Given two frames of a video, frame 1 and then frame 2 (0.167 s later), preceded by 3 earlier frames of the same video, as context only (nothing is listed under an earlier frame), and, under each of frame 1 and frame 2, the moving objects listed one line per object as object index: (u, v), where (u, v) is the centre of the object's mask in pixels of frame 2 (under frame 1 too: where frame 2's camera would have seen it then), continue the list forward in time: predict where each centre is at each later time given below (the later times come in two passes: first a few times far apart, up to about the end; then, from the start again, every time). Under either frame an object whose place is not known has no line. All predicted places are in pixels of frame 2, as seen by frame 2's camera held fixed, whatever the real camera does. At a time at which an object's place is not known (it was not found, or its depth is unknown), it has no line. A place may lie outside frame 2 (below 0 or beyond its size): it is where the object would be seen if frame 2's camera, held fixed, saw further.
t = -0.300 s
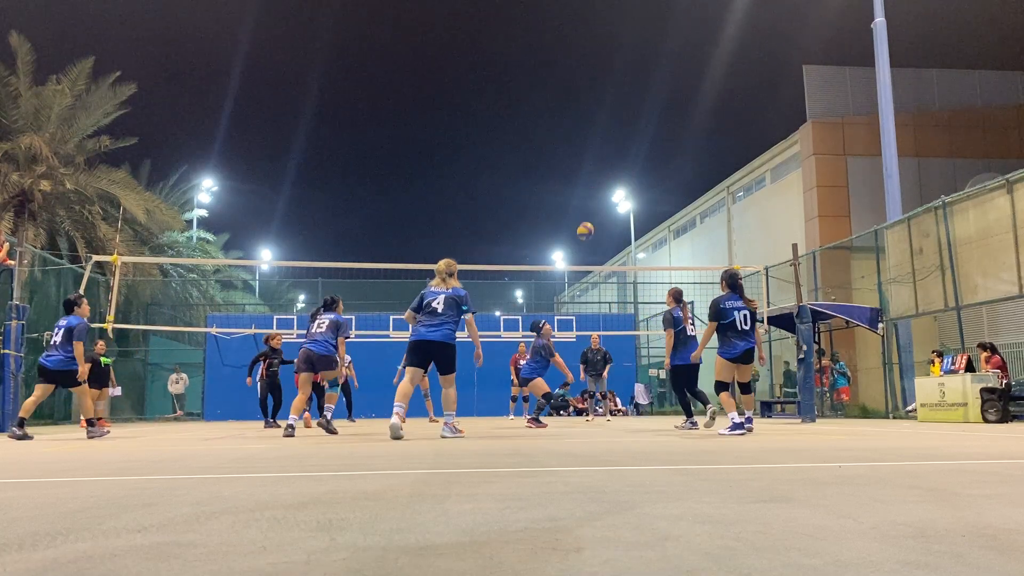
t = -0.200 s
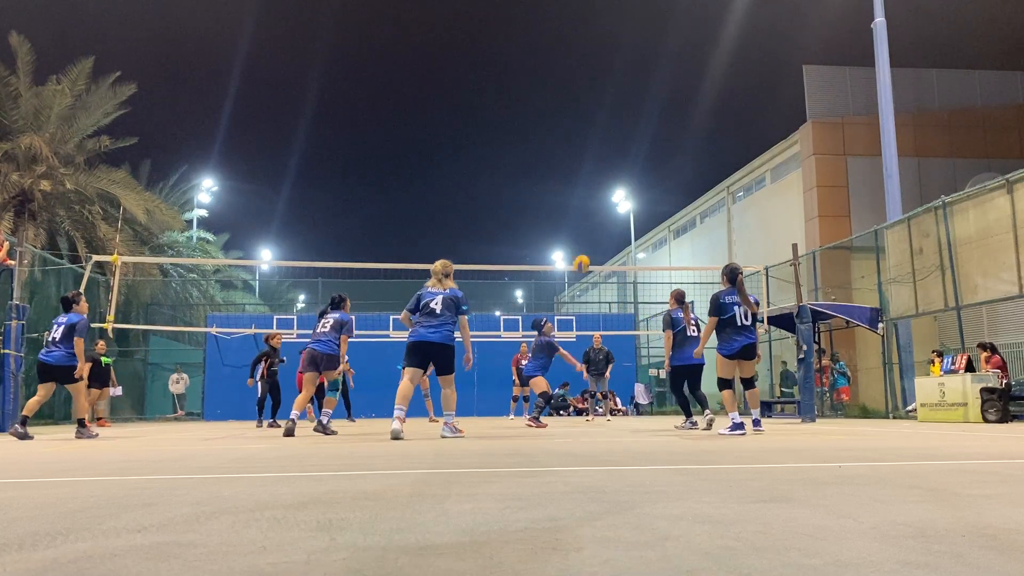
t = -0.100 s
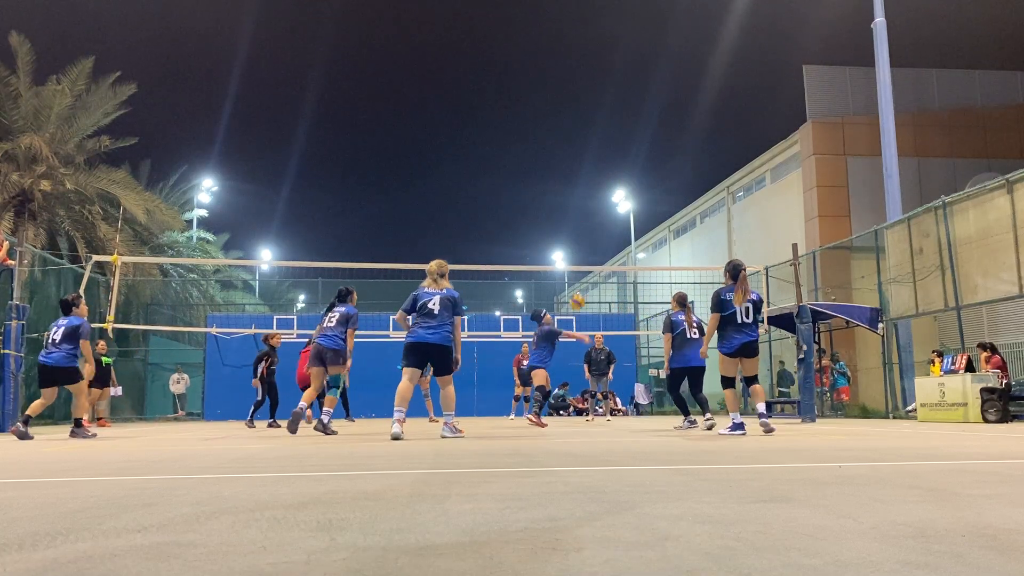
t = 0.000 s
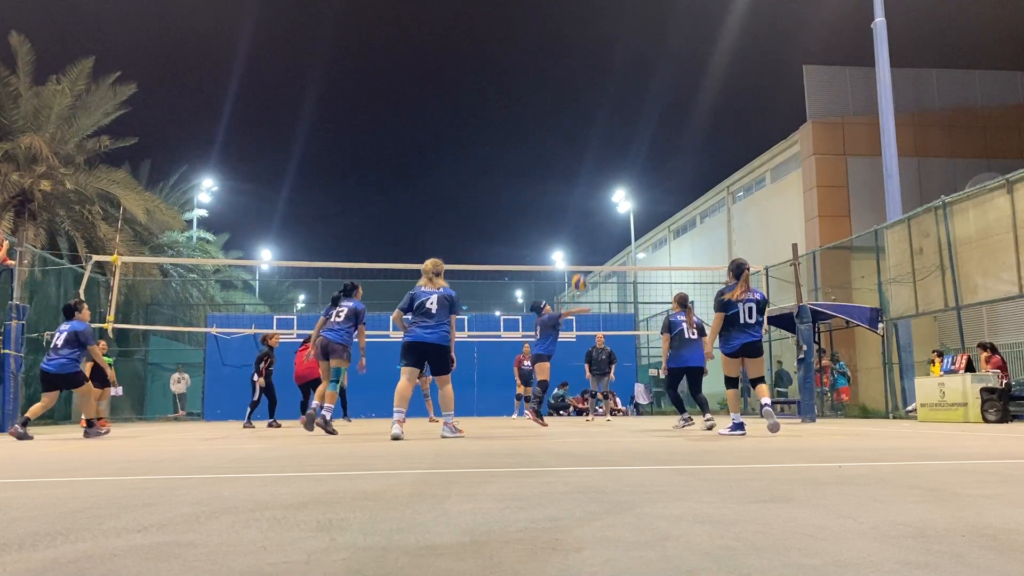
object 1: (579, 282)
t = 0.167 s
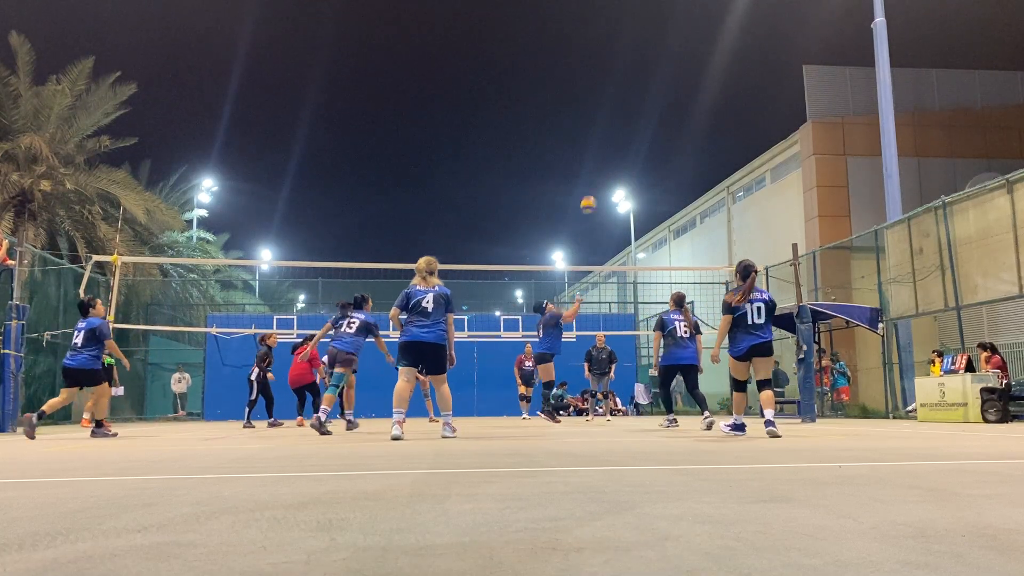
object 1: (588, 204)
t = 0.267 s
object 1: (595, 169)
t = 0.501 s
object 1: (611, 115)
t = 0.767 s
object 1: (630, 101)
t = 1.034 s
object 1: (651, 141)
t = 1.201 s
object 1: (665, 193)
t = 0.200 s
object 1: (590, 192)
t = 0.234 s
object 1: (593, 180)
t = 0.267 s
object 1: (595, 169)
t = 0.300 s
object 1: (597, 159)
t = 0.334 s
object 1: (599, 149)
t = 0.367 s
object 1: (601, 141)
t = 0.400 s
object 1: (604, 133)
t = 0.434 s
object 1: (606, 126)
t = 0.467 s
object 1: (608, 120)
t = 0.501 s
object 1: (611, 115)
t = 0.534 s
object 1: (613, 111)
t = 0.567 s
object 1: (615, 107)
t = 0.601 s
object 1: (618, 104)
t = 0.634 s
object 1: (620, 102)
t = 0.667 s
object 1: (623, 100)
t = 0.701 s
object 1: (625, 100)
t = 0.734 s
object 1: (628, 100)
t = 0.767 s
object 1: (630, 101)
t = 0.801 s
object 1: (633, 103)
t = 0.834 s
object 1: (635, 106)
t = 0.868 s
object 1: (638, 110)
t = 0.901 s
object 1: (640, 114)
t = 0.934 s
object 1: (643, 120)
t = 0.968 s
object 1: (646, 126)
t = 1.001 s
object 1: (648, 133)
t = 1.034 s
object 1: (651, 141)
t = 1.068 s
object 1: (654, 149)
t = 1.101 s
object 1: (657, 159)
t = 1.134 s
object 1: (659, 170)
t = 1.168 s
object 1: (662, 181)
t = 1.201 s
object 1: (665, 193)
